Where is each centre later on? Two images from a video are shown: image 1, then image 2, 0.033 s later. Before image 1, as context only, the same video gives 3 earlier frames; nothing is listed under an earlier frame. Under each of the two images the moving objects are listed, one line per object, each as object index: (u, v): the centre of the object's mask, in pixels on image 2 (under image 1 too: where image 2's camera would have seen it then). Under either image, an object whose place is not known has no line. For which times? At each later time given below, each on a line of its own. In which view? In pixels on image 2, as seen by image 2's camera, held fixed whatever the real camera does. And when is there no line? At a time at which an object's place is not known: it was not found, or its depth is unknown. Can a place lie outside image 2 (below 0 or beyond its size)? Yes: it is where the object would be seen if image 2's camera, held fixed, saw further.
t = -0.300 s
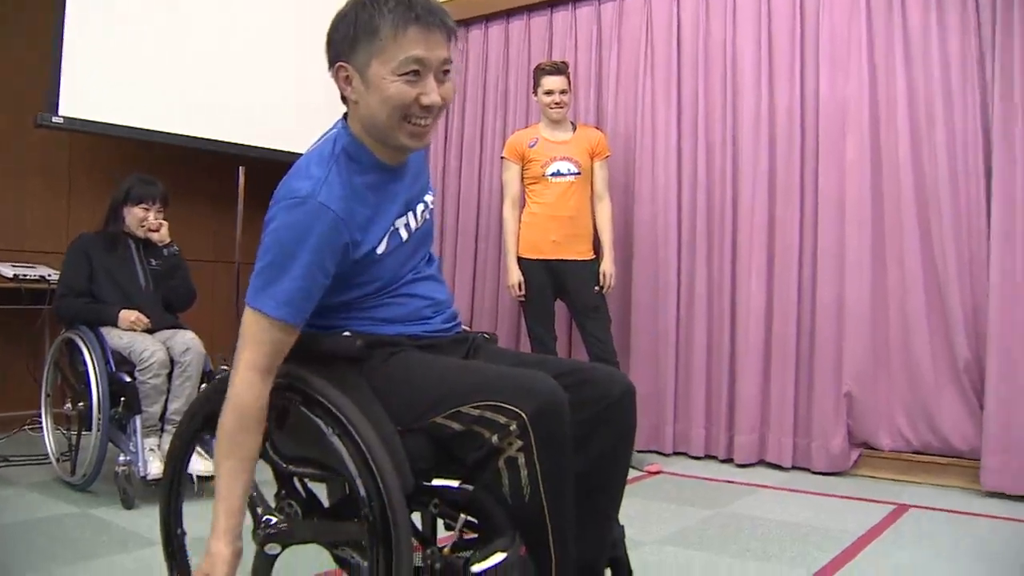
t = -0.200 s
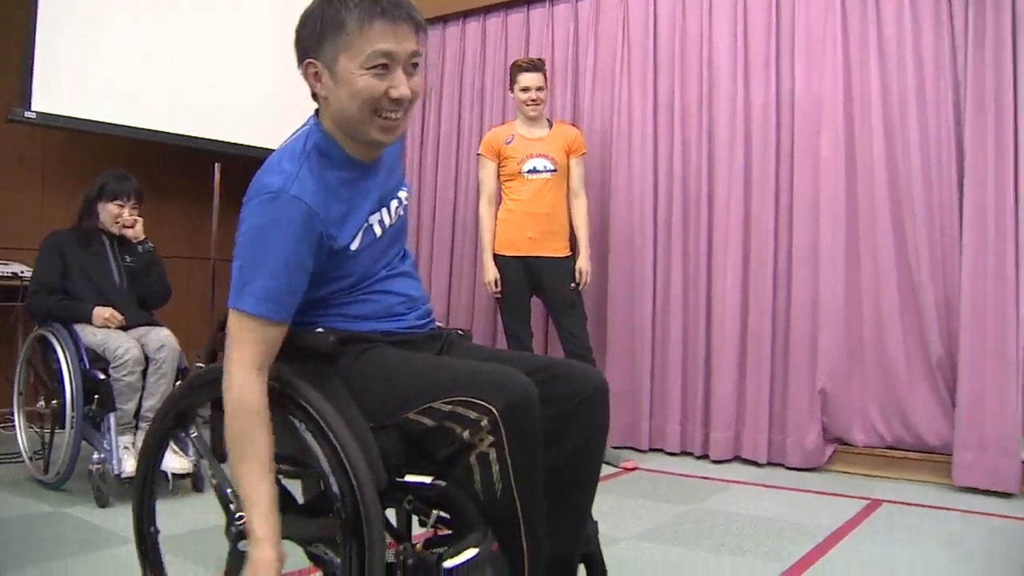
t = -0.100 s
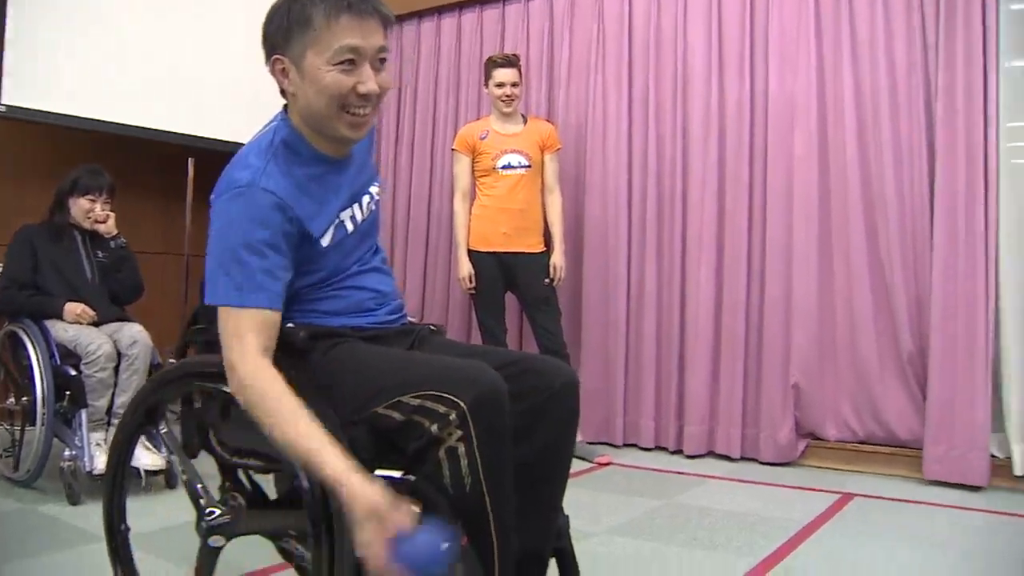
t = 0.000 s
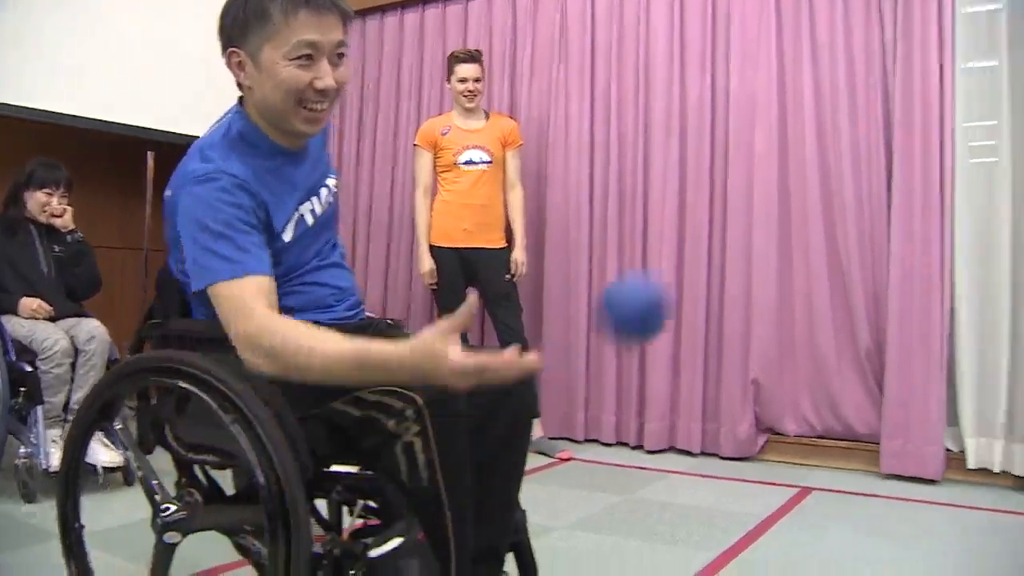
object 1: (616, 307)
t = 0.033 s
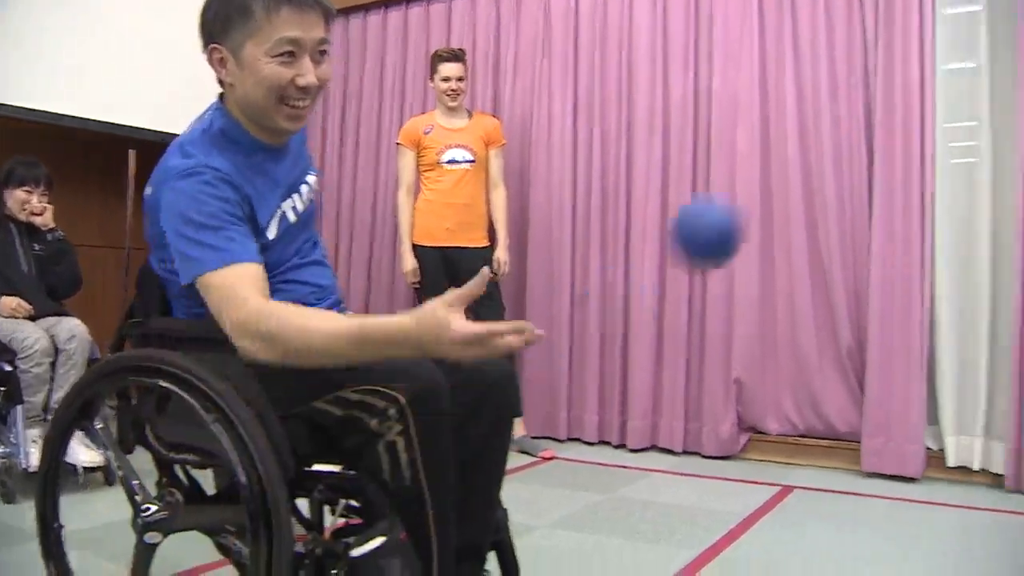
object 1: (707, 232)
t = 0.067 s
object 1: (797, 165)
